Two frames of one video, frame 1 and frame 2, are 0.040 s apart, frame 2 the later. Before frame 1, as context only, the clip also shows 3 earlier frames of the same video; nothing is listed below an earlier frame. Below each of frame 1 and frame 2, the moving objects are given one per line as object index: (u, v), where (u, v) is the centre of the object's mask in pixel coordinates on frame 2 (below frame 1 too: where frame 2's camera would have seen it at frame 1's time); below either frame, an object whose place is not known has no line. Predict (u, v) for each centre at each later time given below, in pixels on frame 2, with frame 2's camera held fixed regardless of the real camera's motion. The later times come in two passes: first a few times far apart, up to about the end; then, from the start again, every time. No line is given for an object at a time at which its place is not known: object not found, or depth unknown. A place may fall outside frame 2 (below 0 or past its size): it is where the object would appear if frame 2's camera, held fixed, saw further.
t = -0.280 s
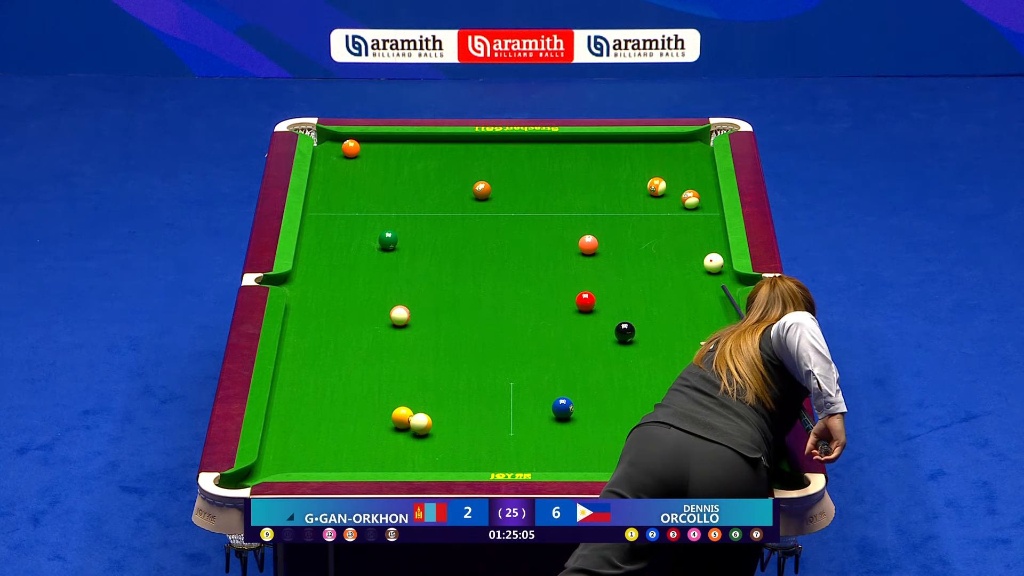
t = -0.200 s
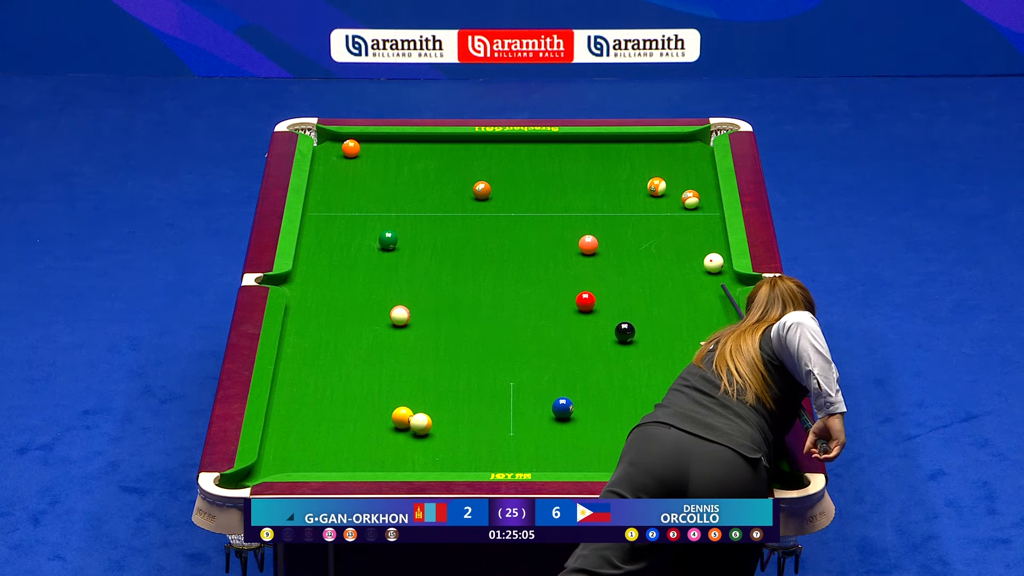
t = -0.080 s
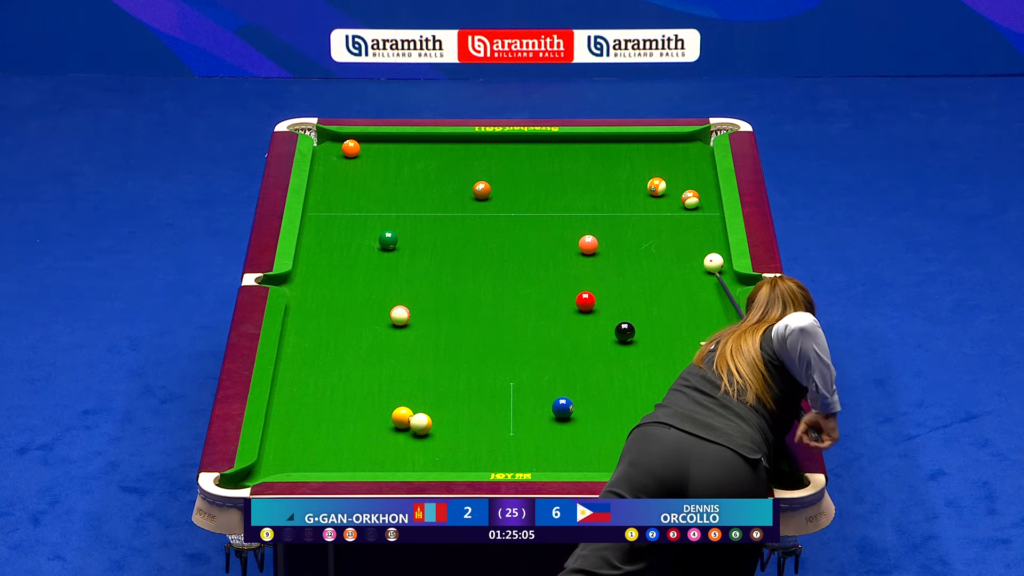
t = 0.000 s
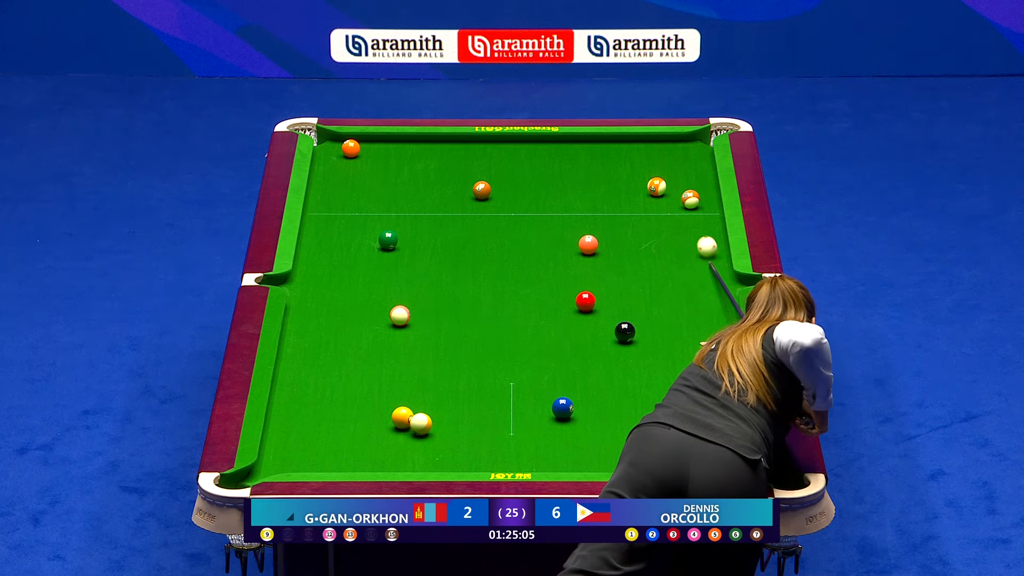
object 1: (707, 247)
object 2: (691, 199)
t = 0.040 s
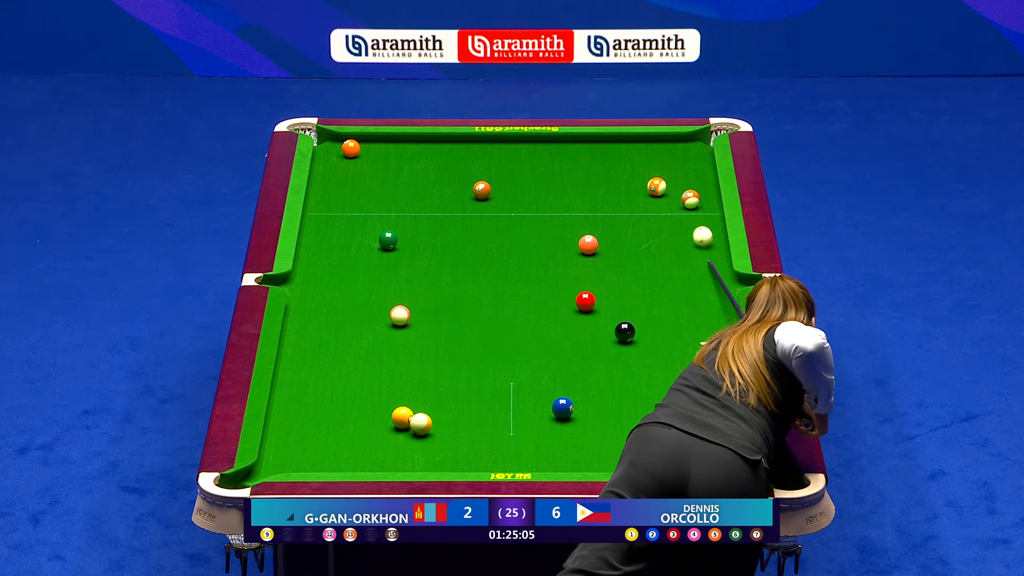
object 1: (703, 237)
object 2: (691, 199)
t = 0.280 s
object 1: (680, 206)
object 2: (692, 178)
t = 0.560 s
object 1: (663, 210)
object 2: (699, 137)
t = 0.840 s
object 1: (647, 213)
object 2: (677, 145)
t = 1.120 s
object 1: (634, 216)
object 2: (655, 155)
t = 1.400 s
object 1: (621, 219)
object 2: (635, 164)
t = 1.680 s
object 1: (611, 221)
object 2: (615, 173)
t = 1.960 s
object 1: (602, 224)
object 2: (597, 182)
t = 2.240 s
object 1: (595, 225)
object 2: (580, 189)
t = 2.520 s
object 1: (590, 226)
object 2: (564, 197)
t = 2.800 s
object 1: (586, 226)
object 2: (549, 204)
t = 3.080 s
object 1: (585, 227)
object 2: (536, 210)
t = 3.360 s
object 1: (585, 226)
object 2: (523, 215)
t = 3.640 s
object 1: (585, 226)
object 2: (511, 220)
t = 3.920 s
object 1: (585, 226)
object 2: (501, 225)
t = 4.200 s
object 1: (585, 226)
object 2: (492, 229)
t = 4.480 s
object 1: (585, 226)
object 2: (485, 232)
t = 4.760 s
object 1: (585, 226)
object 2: (479, 234)
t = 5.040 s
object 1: (585, 226)
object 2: (474, 237)
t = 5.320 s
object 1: (585, 226)
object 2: (471, 238)
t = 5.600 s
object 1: (585, 226)
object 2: (468, 239)
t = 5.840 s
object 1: (585, 226)
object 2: (467, 239)
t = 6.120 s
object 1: (585, 226)
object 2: (467, 239)
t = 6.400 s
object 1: (585, 226)
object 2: (467, 239)
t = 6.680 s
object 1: (585, 226)
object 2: (467, 239)
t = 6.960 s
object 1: (585, 226)
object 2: (467, 239)
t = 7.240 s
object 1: (585, 226)
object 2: (467, 239)
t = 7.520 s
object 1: (585, 226)
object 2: (467, 239)
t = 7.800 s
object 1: (585, 226)
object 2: (467, 239)
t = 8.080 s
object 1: (585, 226)
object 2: (468, 239)
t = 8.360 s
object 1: (585, 226)
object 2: (467, 239)
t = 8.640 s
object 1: (585, 226)
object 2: (467, 239)
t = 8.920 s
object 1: (585, 226)
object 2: (468, 239)
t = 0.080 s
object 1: (699, 227)
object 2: (691, 199)
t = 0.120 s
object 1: (695, 217)
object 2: (691, 199)
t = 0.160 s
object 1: (691, 208)
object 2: (690, 195)
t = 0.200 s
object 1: (687, 205)
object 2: (692, 191)
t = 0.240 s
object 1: (684, 205)
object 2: (692, 186)
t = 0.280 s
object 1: (680, 206)
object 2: (692, 178)
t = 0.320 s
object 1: (678, 206)
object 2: (693, 172)
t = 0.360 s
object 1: (675, 207)
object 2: (694, 165)
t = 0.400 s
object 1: (673, 207)
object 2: (694, 158)
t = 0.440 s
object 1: (670, 208)
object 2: (695, 152)
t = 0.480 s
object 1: (668, 209)
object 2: (696, 147)
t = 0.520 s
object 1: (665, 209)
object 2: (696, 141)
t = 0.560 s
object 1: (663, 210)
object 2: (699, 137)
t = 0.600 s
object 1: (661, 210)
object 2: (707, 139)
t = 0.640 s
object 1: (658, 211)
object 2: (699, 138)
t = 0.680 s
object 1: (656, 211)
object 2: (690, 138)
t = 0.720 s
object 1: (654, 212)
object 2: (687, 140)
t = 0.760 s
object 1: (652, 212)
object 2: (683, 142)
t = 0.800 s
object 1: (650, 213)
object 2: (680, 144)
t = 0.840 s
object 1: (647, 213)
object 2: (677, 145)
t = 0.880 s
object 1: (645, 214)
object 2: (674, 146)
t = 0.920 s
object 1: (643, 214)
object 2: (671, 148)
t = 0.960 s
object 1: (641, 215)
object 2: (668, 149)
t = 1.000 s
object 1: (639, 215)
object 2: (664, 151)
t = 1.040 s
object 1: (637, 216)
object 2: (661, 152)
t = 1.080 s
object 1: (635, 216)
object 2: (658, 153)
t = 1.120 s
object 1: (634, 216)
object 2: (655, 155)
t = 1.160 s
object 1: (631, 217)
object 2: (652, 156)
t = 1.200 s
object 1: (630, 217)
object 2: (649, 158)
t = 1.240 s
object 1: (628, 218)
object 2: (646, 159)
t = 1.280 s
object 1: (626, 218)
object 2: (643, 160)
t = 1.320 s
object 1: (625, 218)
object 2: (640, 162)
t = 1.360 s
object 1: (623, 219)
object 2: (638, 163)
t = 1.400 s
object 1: (621, 219)
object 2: (635, 164)
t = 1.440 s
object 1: (620, 220)
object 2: (632, 166)
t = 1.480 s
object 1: (618, 220)
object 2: (629, 167)
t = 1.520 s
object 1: (616, 220)
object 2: (626, 168)
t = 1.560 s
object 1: (615, 221)
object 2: (624, 169)
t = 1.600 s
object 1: (614, 221)
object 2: (621, 171)
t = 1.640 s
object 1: (612, 221)
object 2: (618, 172)
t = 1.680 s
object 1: (611, 221)
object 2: (615, 173)
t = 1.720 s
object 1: (610, 222)
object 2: (613, 175)
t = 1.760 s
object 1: (608, 222)
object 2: (610, 176)
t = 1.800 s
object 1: (607, 223)
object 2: (608, 177)
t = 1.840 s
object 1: (606, 223)
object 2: (605, 178)
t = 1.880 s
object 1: (605, 223)
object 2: (602, 179)
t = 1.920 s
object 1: (603, 223)
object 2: (599, 181)
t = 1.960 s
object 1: (602, 224)
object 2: (597, 182)
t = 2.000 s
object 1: (601, 224)
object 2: (594, 183)
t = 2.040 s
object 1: (600, 224)
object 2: (592, 184)
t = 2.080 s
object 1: (599, 224)
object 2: (589, 185)
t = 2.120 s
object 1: (598, 224)
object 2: (587, 186)
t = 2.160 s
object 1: (597, 225)
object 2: (584, 187)
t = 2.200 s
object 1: (596, 225)
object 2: (582, 188)
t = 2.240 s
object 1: (595, 225)
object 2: (580, 189)
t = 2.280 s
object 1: (594, 225)
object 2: (577, 191)
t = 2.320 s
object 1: (593, 225)
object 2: (575, 191)
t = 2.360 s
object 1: (593, 225)
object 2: (573, 193)
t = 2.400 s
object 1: (592, 226)
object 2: (571, 194)
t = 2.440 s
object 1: (591, 226)
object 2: (568, 195)
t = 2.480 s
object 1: (591, 226)
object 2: (566, 196)
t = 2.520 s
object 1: (590, 226)
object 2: (564, 197)
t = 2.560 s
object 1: (589, 226)
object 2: (562, 198)
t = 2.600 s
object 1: (589, 226)
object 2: (560, 199)
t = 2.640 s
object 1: (588, 226)
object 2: (557, 200)
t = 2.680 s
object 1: (588, 226)
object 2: (555, 200)
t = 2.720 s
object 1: (587, 226)
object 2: (553, 201)
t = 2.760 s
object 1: (587, 226)
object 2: (551, 203)
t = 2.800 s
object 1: (586, 226)
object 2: (549, 204)
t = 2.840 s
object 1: (586, 226)
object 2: (547, 205)
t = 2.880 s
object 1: (586, 226)
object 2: (545, 206)
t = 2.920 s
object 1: (585, 226)
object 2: (543, 206)
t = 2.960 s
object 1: (585, 226)
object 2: (541, 207)
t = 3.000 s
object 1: (585, 227)
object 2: (540, 208)
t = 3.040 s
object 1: (585, 226)
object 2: (538, 209)
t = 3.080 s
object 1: (585, 227)
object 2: (536, 210)
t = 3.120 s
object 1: (585, 227)
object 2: (534, 210)
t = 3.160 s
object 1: (585, 227)
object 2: (532, 211)
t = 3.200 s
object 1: (585, 226)
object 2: (530, 212)
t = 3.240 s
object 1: (585, 227)
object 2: (528, 213)
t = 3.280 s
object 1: (585, 227)
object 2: (526, 214)
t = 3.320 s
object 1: (585, 226)
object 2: (525, 215)
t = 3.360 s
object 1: (585, 226)
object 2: (523, 215)
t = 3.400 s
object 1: (585, 226)
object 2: (521, 216)
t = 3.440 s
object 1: (585, 226)
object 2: (519, 217)
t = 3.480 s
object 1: (585, 226)
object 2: (518, 217)
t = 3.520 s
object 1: (585, 226)
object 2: (516, 218)
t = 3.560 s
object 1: (585, 226)
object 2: (515, 219)
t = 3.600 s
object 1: (585, 226)
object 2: (513, 220)
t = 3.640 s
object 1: (585, 226)
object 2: (511, 220)
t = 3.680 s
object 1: (585, 226)
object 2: (510, 221)
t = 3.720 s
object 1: (585, 226)
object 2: (508, 222)
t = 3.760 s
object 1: (585, 226)
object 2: (507, 222)
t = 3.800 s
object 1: (585, 226)
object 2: (505, 223)
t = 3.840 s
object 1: (585, 226)
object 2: (504, 224)
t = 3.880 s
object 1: (585, 226)
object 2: (503, 224)
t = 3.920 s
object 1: (585, 226)
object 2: (501, 225)
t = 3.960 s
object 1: (585, 226)
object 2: (500, 225)
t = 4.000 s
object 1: (585, 226)
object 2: (499, 226)
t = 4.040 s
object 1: (585, 226)
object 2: (497, 226)
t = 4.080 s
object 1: (585, 226)
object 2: (496, 227)
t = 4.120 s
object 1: (585, 226)
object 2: (495, 227)
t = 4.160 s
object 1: (585, 226)
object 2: (493, 228)
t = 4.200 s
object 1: (585, 226)
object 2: (492, 229)
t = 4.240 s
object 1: (585, 226)
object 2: (491, 229)
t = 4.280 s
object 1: (585, 226)
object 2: (490, 230)
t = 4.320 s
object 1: (585, 226)
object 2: (489, 230)
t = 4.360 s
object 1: (585, 226)
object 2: (488, 230)
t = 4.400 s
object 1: (585, 226)
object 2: (487, 231)
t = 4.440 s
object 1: (585, 226)
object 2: (486, 231)
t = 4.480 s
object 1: (585, 226)
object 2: (485, 232)
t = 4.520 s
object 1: (585, 226)
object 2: (484, 232)
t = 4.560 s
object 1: (585, 226)
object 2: (483, 233)
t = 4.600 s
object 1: (585, 226)
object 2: (482, 233)
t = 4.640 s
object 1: (585, 226)
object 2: (481, 233)
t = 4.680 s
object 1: (585, 226)
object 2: (480, 234)
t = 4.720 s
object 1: (585, 226)
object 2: (480, 234)
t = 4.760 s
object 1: (585, 226)
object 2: (479, 234)
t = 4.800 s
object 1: (585, 226)
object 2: (478, 235)
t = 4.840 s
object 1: (585, 226)
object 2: (477, 235)
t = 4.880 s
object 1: (585, 226)
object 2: (477, 235)
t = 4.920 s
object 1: (585, 226)
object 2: (476, 236)
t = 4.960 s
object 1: (585, 226)
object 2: (475, 236)
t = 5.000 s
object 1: (585, 226)
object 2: (475, 236)
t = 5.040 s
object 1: (585, 226)
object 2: (474, 237)
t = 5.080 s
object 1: (585, 226)
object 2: (473, 237)
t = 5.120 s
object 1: (585, 226)
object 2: (473, 237)
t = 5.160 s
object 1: (585, 226)
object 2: (472, 237)
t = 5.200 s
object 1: (585, 226)
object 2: (472, 237)
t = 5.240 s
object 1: (585, 226)
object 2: (472, 238)
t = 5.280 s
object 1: (585, 226)
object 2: (471, 238)
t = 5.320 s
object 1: (585, 226)
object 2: (471, 238)
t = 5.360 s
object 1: (585, 226)
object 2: (470, 238)
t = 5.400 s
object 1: (585, 226)
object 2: (470, 238)
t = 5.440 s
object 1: (585, 226)
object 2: (470, 238)
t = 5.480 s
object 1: (585, 226)
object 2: (469, 238)
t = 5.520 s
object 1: (585, 226)
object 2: (469, 238)
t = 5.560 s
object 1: (585, 226)
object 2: (469, 239)
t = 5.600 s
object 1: (585, 226)
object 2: (468, 239)
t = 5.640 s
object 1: (585, 226)
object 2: (468, 239)
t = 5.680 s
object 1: (585, 226)
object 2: (468, 239)
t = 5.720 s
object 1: (585, 226)
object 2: (468, 239)
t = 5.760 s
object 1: (585, 226)
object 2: (467, 239)
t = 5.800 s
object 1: (585, 226)
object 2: (467, 239)
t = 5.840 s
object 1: (585, 226)
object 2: (467, 239)
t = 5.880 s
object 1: (585, 226)
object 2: (467, 239)
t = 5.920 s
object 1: (585, 226)
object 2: (467, 239)
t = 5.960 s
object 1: (585, 226)
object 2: (467, 239)
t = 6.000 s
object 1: (585, 226)
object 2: (467, 239)
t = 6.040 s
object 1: (585, 226)
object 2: (467, 239)
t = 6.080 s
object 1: (585, 226)
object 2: (467, 239)
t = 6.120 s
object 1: (585, 226)
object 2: (467, 239)
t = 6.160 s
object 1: (585, 226)
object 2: (467, 239)
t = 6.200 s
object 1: (585, 226)
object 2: (467, 239)
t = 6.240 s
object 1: (585, 226)
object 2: (467, 239)
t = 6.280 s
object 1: (585, 226)
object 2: (467, 239)
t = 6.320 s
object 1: (585, 226)
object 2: (467, 239)
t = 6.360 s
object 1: (585, 226)
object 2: (467, 239)
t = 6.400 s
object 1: (585, 226)
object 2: (467, 239)
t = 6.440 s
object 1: (585, 226)
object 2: (467, 239)
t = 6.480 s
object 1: (585, 226)
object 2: (467, 239)
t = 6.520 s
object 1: (585, 226)
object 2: (467, 239)
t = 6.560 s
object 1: (585, 226)
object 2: (467, 239)
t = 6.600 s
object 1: (585, 226)
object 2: (467, 239)
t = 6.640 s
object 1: (585, 226)
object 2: (467, 239)
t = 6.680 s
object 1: (585, 226)
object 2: (467, 239)
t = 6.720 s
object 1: (585, 226)
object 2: (467, 239)
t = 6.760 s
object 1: (585, 226)
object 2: (467, 239)
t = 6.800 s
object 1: (585, 226)
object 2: (468, 239)
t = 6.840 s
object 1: (585, 226)
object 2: (467, 239)
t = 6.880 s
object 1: (585, 226)
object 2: (467, 239)
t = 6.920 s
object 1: (585, 226)
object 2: (467, 239)
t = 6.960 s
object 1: (585, 226)
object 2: (467, 239)
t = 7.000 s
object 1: (585, 226)
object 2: (467, 239)
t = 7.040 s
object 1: (585, 226)
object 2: (467, 239)
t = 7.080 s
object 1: (585, 226)
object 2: (467, 239)
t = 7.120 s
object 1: (585, 226)
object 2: (467, 239)
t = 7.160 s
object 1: (585, 226)
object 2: (467, 239)
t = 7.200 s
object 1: (585, 226)
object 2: (467, 239)
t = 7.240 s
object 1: (585, 226)
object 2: (467, 239)
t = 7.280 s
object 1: (585, 226)
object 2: (467, 239)
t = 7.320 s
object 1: (585, 226)
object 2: (467, 239)
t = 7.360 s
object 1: (585, 226)
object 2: (467, 239)
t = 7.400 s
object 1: (585, 226)
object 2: (467, 239)
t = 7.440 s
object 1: (585, 226)
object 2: (467, 239)
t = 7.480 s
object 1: (585, 226)
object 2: (467, 239)
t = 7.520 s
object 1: (585, 226)
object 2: (467, 239)
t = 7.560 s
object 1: (585, 226)
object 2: (467, 239)
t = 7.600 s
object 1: (585, 226)
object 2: (468, 238)
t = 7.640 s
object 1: (585, 226)
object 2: (467, 239)
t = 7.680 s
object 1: (585, 226)
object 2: (467, 239)
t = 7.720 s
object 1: (585, 226)
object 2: (467, 239)
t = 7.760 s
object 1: (585, 226)
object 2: (467, 239)
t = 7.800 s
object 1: (585, 226)
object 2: (467, 239)
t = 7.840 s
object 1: (585, 226)
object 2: (467, 239)
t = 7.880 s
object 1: (585, 226)
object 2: (467, 239)
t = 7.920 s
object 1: (585, 226)
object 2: (467, 239)
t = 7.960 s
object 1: (585, 226)
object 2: (467, 239)
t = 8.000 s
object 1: (585, 226)
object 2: (467, 239)
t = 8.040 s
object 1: (585, 226)
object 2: (467, 239)
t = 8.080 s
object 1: (585, 226)
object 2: (468, 239)
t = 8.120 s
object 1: (585, 226)
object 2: (467, 239)
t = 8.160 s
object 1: (585, 226)
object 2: (467, 239)
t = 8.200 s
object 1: (585, 226)
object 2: (467, 239)
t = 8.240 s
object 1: (585, 226)
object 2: (468, 239)
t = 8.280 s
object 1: (585, 226)
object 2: (467, 239)
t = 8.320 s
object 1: (585, 226)
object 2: (467, 239)
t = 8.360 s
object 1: (585, 226)
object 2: (467, 239)
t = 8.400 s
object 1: (585, 226)
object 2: (468, 239)
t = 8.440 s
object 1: (585, 226)
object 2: (467, 239)
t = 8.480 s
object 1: (585, 226)
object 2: (467, 239)
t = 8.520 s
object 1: (585, 226)
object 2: (468, 239)
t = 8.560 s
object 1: (585, 226)
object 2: (468, 239)
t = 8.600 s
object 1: (585, 226)
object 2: (468, 239)
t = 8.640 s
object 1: (585, 226)
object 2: (467, 239)
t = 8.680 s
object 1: (585, 226)
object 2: (468, 239)
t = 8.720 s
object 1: (585, 226)
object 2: (468, 239)
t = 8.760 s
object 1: (585, 226)
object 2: (467, 239)
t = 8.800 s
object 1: (585, 226)
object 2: (467, 239)
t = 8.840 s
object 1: (585, 226)
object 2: (468, 239)
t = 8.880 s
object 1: (585, 226)
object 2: (467, 239)
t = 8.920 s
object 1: (585, 226)
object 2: (468, 239)
